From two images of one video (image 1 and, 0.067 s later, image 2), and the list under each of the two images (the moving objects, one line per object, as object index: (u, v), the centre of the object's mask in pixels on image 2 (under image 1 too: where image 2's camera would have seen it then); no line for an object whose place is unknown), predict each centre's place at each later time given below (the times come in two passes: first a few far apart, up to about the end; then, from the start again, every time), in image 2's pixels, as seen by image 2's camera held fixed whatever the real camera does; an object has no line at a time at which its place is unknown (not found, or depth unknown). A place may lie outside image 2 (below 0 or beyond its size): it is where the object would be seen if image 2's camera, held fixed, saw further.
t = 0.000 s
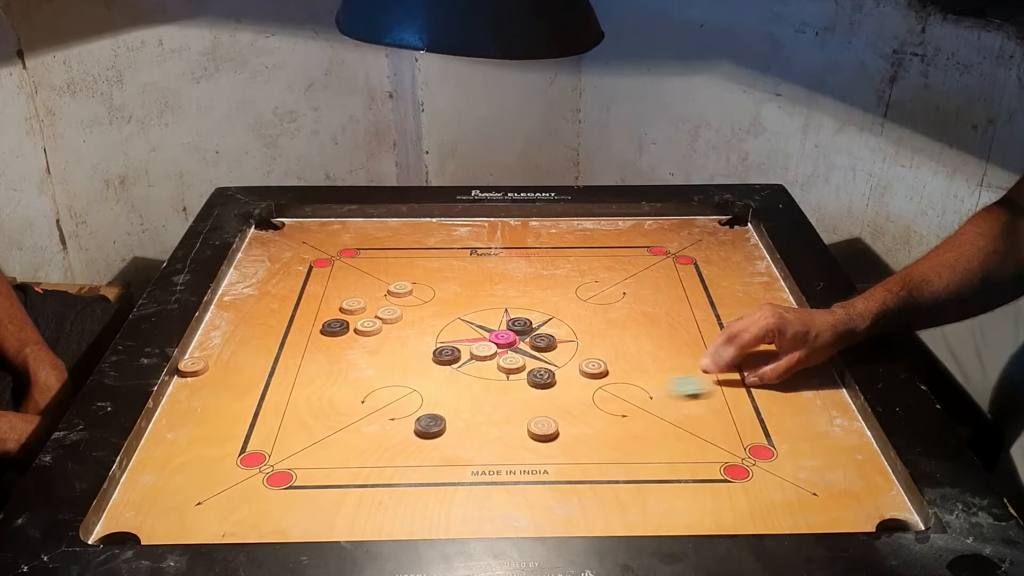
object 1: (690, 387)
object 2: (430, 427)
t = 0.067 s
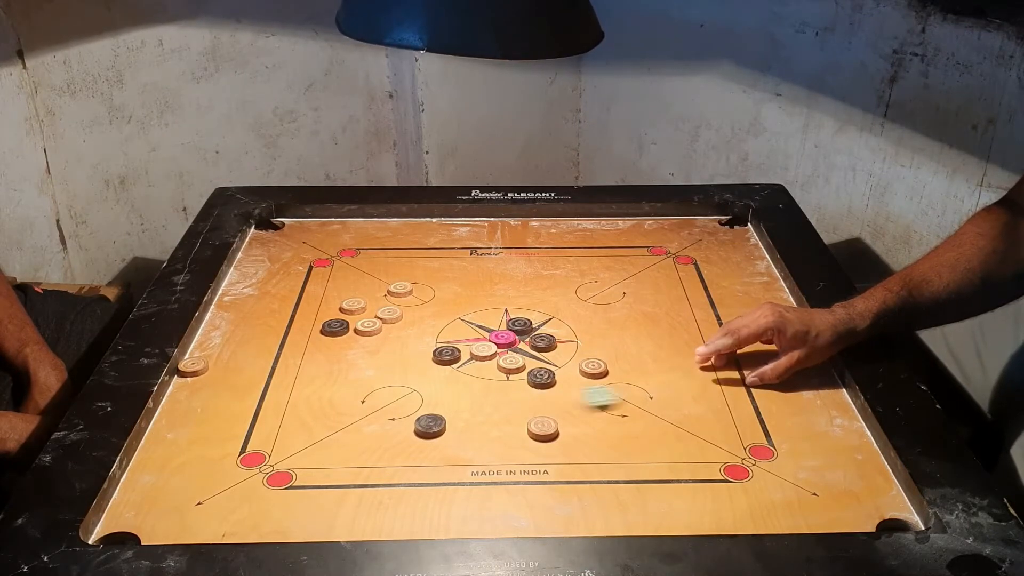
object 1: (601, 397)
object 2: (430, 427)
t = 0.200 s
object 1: (444, 415)
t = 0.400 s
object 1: (338, 412)
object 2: (125, 516)
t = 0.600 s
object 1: (275, 409)
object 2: (237, 531)
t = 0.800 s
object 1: (251, 407)
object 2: (289, 533)
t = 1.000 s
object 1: (251, 407)
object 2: (292, 533)
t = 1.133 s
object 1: (251, 406)
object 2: (292, 533)
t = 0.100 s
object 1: (556, 403)
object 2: (430, 427)
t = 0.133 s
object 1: (513, 408)
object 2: (430, 427)
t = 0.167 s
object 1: (471, 414)
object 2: (430, 427)
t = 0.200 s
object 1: (444, 415)
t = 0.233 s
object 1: (424, 415)
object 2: (346, 451)
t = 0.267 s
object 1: (404, 414)
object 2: (300, 465)
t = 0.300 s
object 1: (386, 413)
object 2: (253, 480)
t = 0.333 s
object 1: (369, 413)
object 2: (209, 491)
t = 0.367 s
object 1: (353, 413)
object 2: (166, 504)
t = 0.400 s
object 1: (338, 412)
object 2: (125, 516)
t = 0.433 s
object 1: (326, 411)
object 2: (137, 519)
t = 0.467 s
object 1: (313, 411)
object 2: (159, 524)
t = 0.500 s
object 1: (302, 411)
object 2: (181, 527)
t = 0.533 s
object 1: (292, 410)
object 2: (201, 529)
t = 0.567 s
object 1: (283, 410)
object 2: (219, 530)
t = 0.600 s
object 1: (275, 409)
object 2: (237, 531)
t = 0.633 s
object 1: (268, 409)
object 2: (250, 532)
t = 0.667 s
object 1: (262, 408)
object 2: (262, 532)
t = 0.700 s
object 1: (257, 408)
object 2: (272, 533)
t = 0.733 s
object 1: (254, 407)
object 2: (280, 533)
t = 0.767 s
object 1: (252, 407)
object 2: (285, 533)
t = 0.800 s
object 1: (251, 407)
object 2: (289, 533)
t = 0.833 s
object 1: (251, 407)
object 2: (291, 533)
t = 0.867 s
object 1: (251, 407)
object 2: (292, 533)
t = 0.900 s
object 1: (251, 407)
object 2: (292, 533)
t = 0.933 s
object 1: (251, 407)
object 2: (292, 533)
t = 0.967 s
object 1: (251, 407)
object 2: (292, 533)
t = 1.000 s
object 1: (251, 407)
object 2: (292, 533)
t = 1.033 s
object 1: (251, 407)
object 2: (292, 533)
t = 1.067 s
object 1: (251, 406)
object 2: (292, 533)
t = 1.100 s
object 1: (251, 407)
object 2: (292, 533)
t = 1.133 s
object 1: (251, 406)
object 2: (292, 533)
